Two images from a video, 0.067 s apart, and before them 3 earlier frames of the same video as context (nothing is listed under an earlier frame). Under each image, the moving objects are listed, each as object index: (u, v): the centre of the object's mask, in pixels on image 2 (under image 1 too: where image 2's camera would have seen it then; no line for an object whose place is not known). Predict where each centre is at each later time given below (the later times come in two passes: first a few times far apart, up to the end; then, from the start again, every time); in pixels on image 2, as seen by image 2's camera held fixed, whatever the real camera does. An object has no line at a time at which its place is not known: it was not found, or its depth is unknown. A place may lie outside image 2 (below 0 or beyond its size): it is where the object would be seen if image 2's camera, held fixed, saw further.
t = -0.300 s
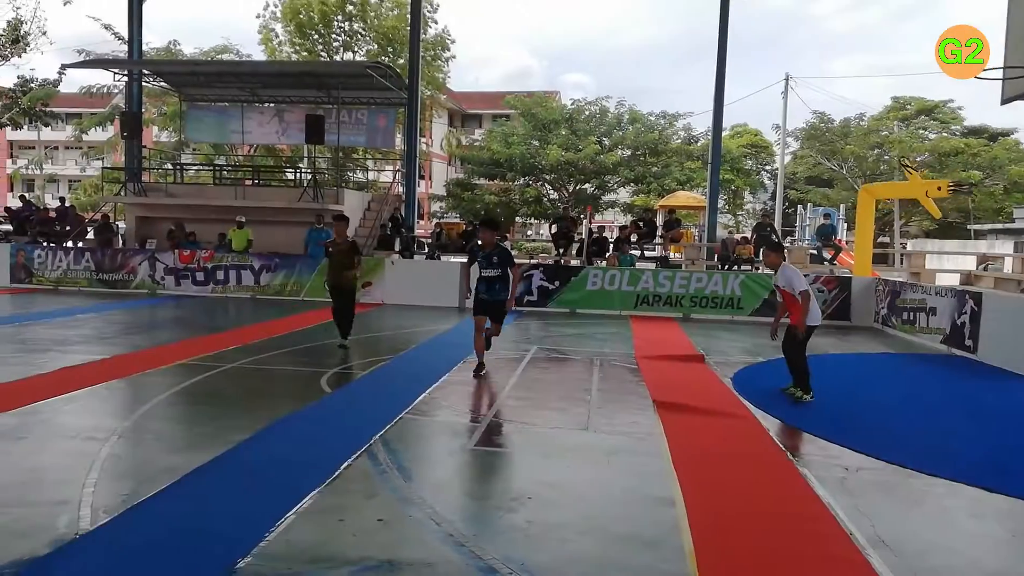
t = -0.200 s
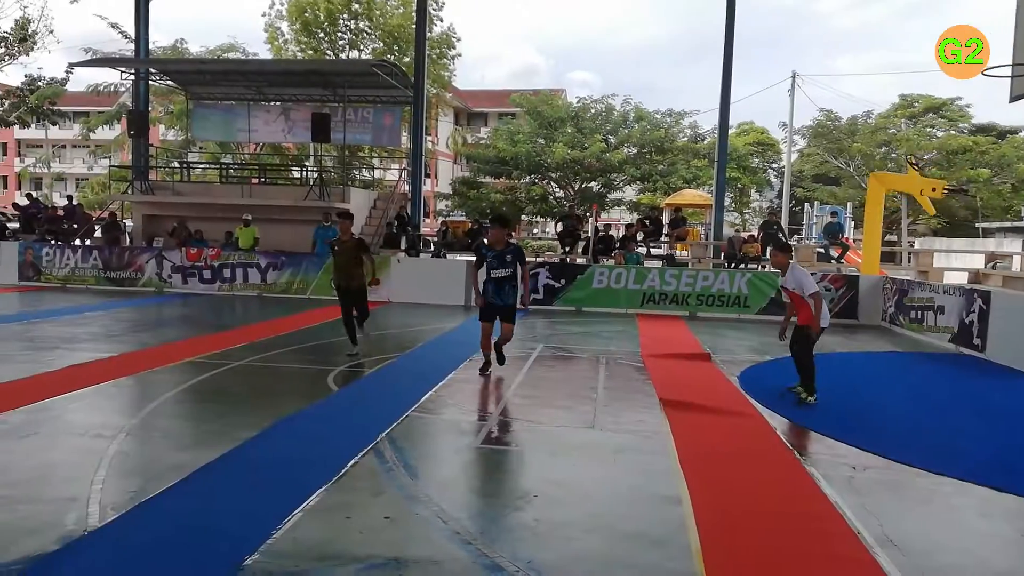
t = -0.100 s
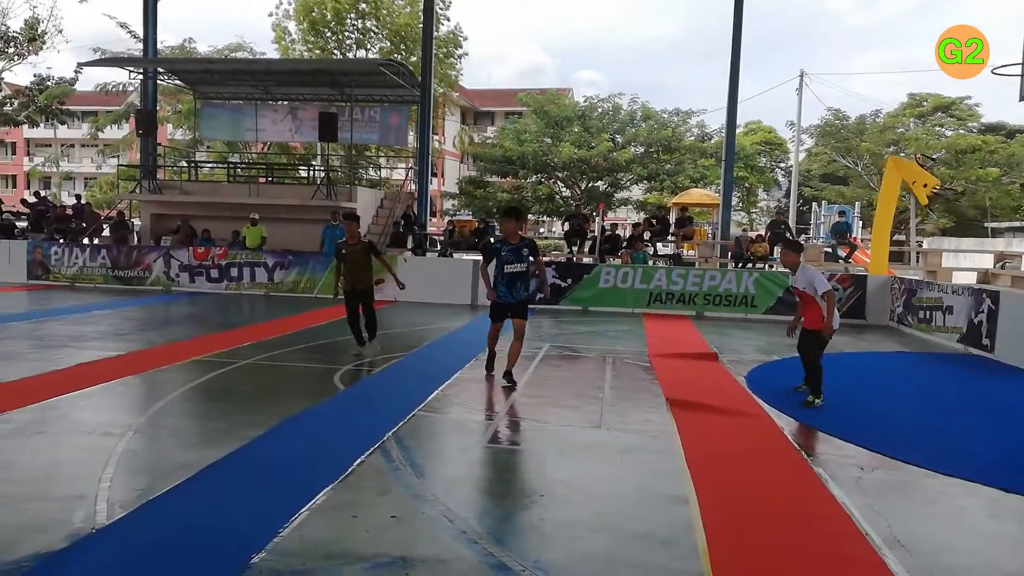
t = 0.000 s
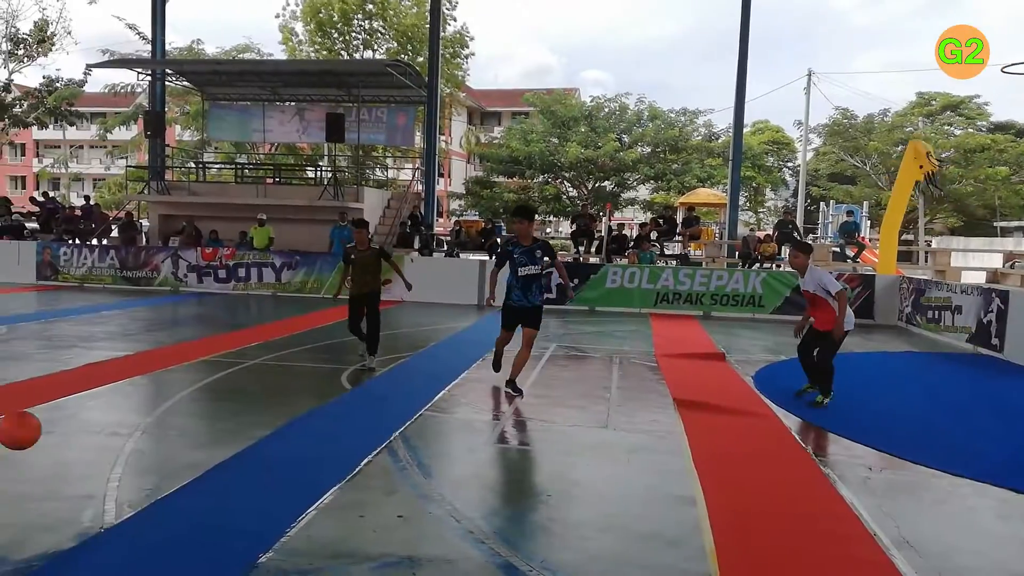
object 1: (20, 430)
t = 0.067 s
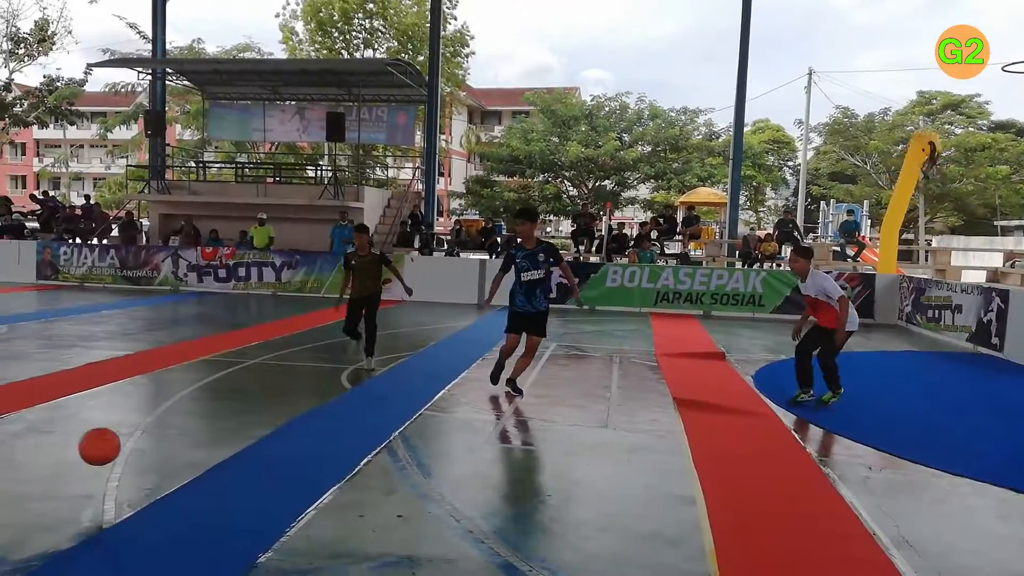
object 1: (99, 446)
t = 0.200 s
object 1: (220, 451)
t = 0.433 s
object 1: (362, 442)
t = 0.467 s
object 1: (379, 446)
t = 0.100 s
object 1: (137, 457)
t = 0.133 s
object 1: (174, 469)
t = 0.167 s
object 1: (198, 459)
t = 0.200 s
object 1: (220, 451)
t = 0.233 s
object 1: (242, 444)
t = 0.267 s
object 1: (263, 439)
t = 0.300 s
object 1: (284, 437)
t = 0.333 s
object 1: (305, 435)
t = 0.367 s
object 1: (324, 436)
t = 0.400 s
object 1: (343, 438)
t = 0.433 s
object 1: (362, 442)
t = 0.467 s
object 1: (379, 446)
